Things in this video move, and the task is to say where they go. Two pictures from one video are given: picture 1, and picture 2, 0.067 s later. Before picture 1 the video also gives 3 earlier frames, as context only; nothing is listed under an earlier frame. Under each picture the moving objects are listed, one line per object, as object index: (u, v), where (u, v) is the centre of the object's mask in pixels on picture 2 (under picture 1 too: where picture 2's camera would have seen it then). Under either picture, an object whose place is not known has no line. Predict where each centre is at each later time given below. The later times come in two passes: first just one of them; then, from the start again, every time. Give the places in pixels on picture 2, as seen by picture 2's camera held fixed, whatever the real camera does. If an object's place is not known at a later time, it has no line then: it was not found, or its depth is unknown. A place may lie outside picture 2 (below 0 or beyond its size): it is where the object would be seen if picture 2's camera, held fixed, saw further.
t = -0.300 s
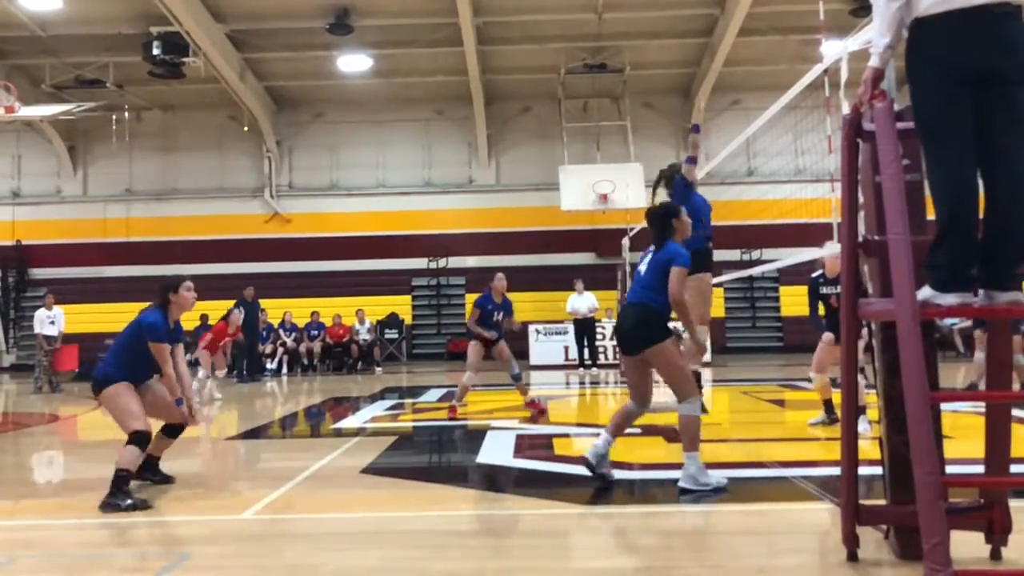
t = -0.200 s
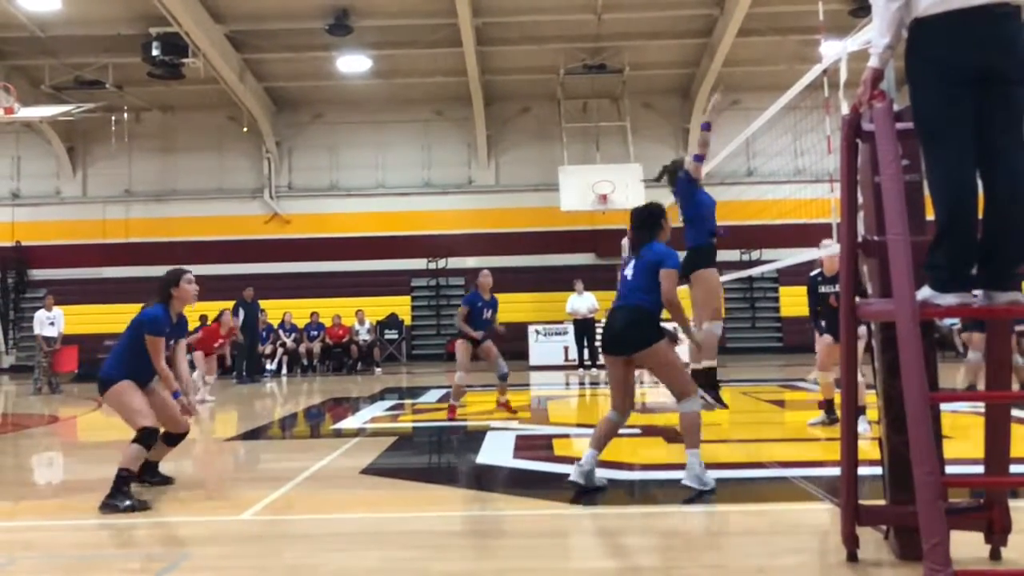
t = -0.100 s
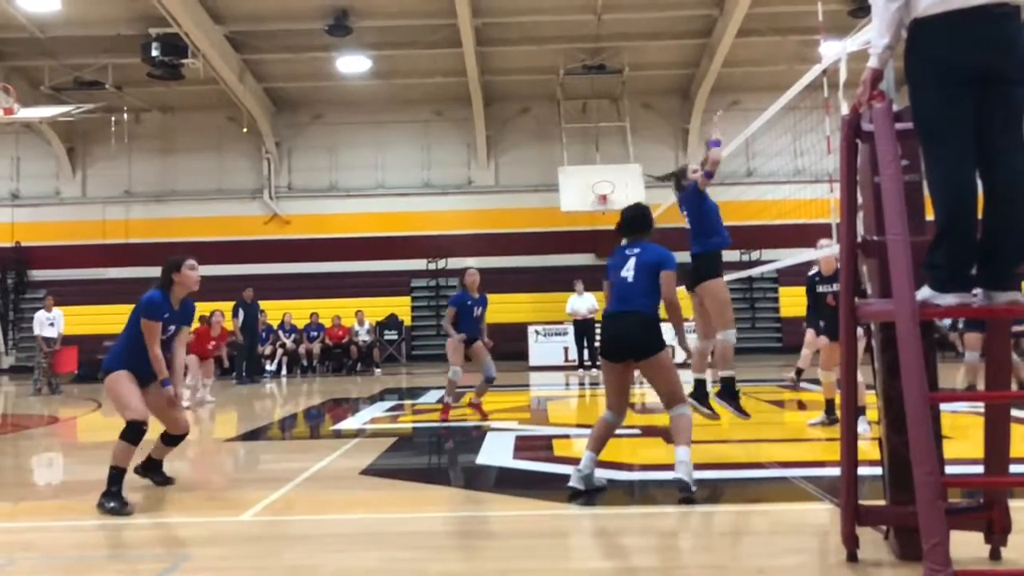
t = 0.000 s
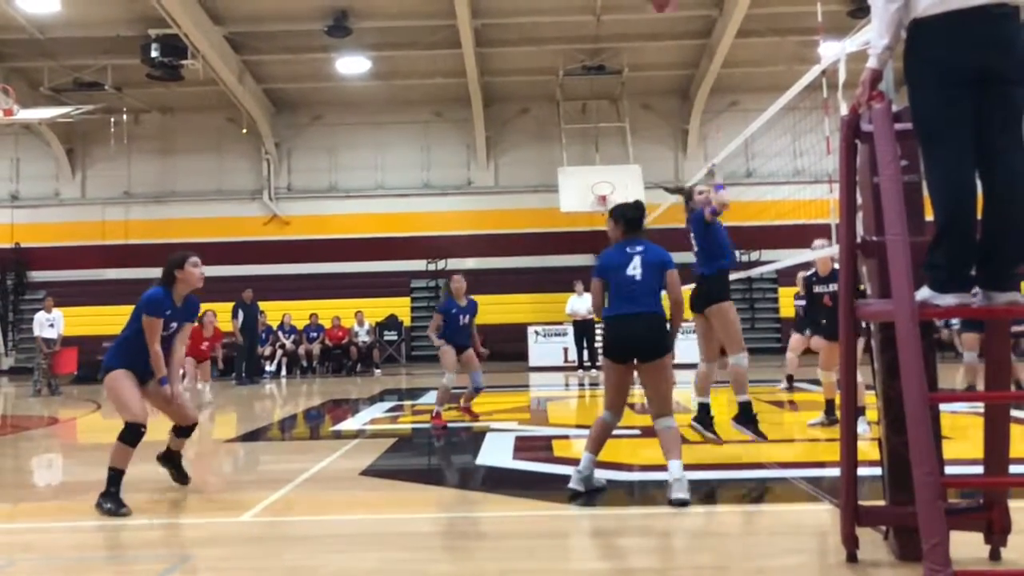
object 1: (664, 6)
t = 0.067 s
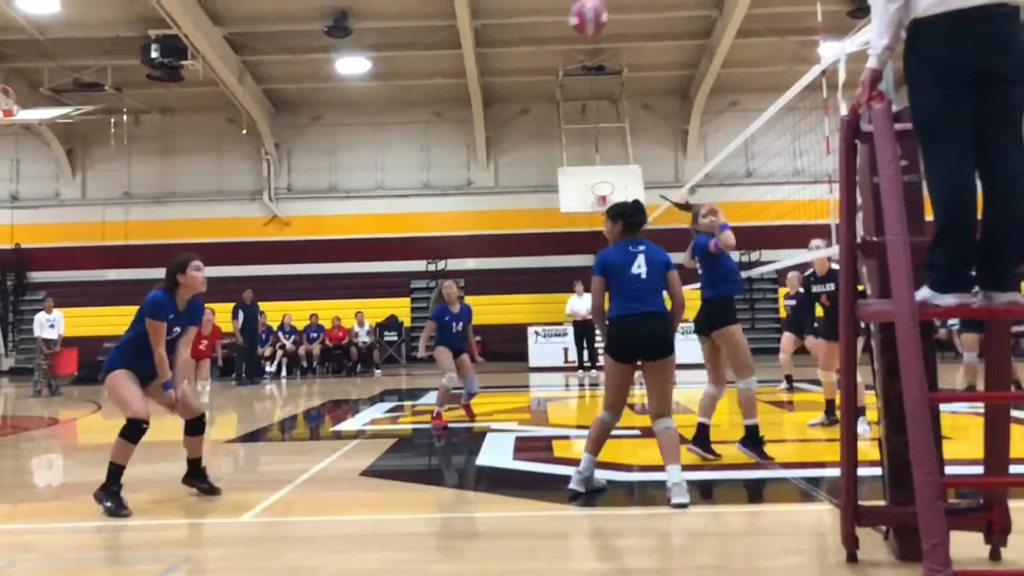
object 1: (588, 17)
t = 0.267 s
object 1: (370, 133)
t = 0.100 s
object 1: (551, 32)
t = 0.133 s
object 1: (514, 47)
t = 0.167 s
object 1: (480, 67)
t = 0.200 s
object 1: (442, 86)
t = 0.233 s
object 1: (405, 108)
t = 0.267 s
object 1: (370, 133)
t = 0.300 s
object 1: (334, 160)
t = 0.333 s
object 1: (296, 187)
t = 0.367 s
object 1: (261, 218)
